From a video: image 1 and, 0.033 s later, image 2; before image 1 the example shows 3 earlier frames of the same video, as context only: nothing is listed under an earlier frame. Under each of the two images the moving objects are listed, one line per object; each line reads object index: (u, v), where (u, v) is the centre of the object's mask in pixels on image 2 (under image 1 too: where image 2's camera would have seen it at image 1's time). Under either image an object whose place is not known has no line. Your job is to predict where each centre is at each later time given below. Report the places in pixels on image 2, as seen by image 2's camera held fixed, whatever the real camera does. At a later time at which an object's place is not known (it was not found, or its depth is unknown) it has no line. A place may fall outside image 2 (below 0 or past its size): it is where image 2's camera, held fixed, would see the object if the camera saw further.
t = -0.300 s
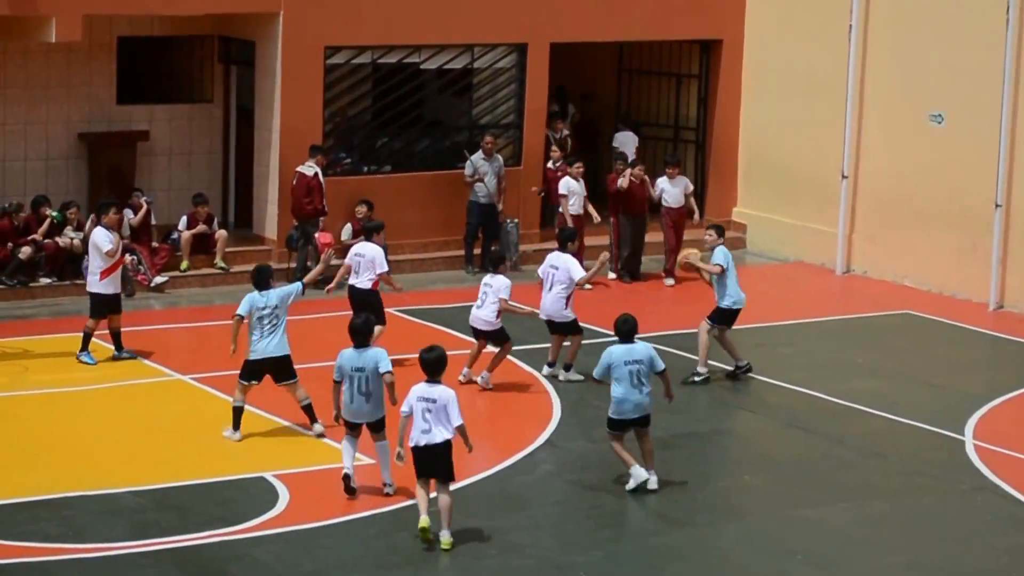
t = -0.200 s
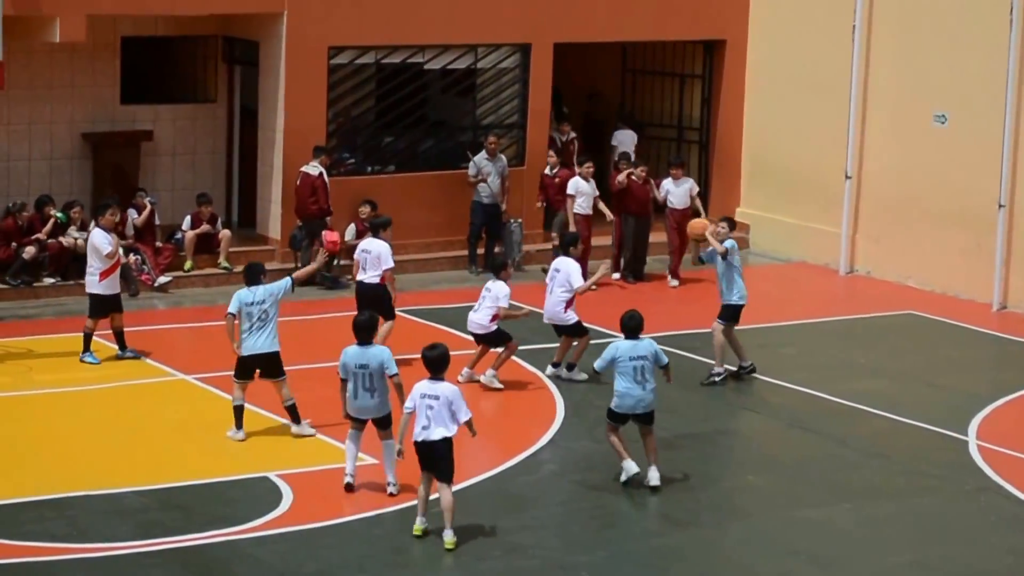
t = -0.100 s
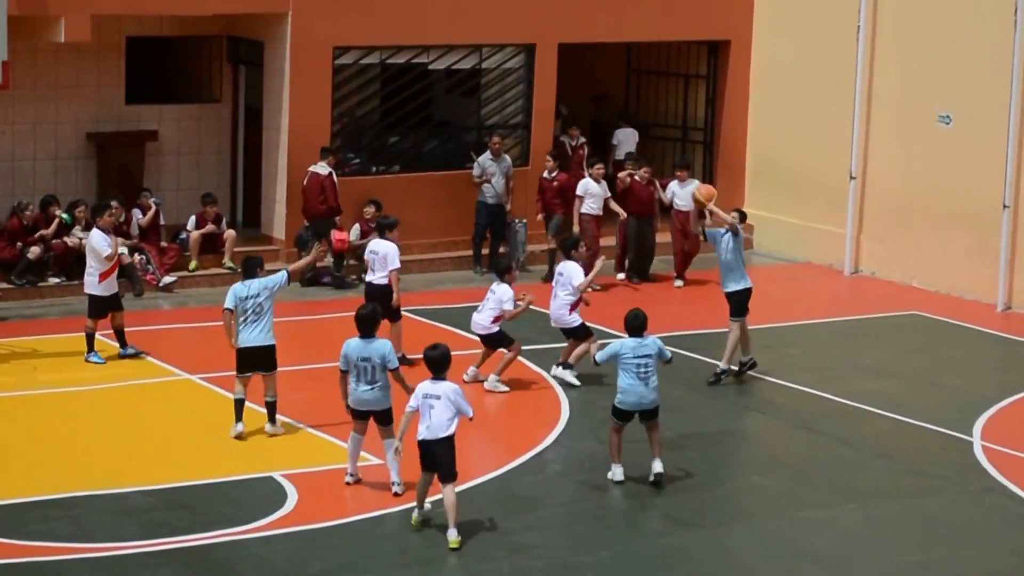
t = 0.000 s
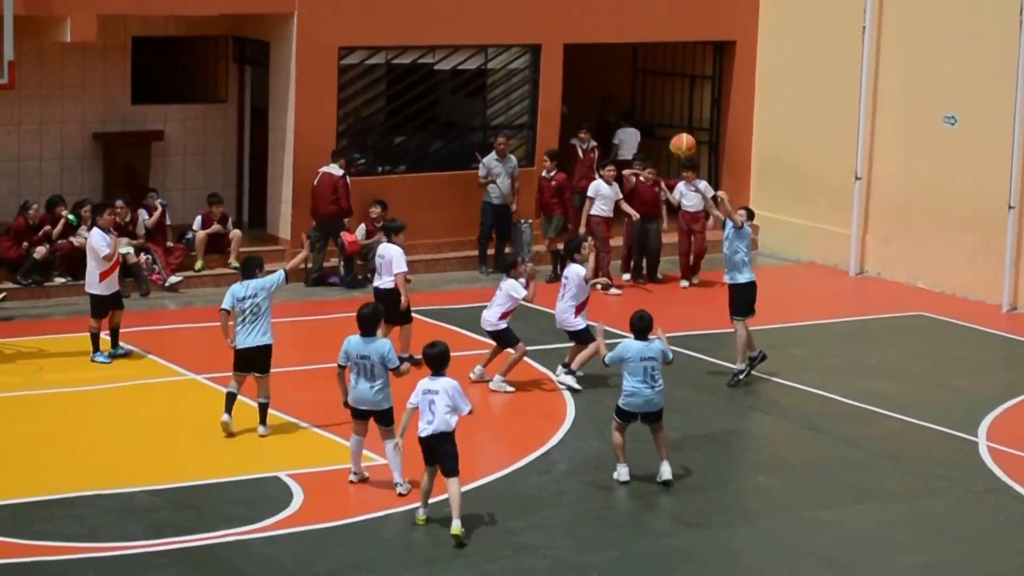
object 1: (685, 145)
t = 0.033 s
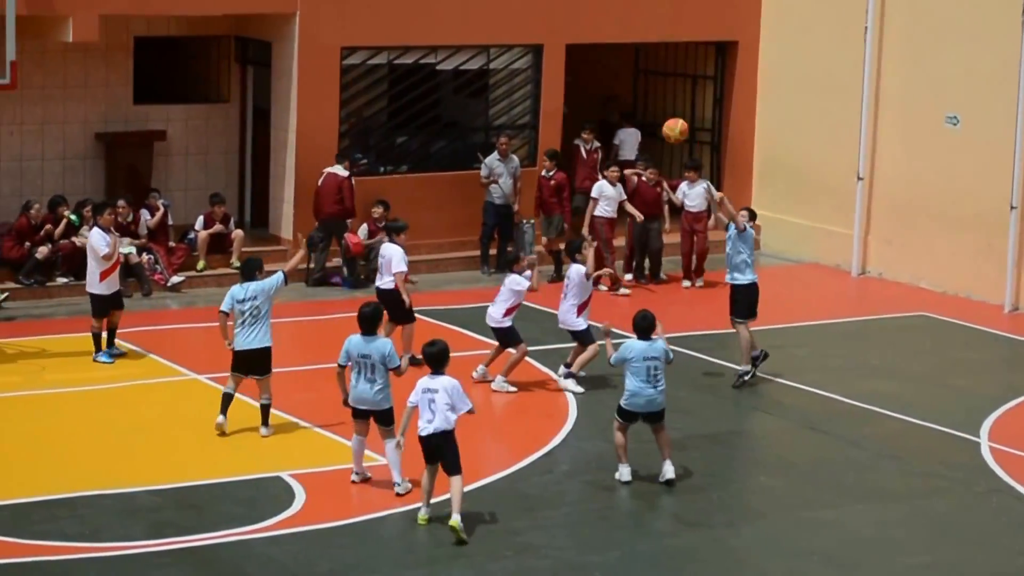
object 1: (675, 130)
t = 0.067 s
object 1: (666, 116)
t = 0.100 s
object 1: (656, 103)
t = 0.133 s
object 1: (646, 91)
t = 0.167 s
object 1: (636, 79)
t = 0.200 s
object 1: (626, 69)
